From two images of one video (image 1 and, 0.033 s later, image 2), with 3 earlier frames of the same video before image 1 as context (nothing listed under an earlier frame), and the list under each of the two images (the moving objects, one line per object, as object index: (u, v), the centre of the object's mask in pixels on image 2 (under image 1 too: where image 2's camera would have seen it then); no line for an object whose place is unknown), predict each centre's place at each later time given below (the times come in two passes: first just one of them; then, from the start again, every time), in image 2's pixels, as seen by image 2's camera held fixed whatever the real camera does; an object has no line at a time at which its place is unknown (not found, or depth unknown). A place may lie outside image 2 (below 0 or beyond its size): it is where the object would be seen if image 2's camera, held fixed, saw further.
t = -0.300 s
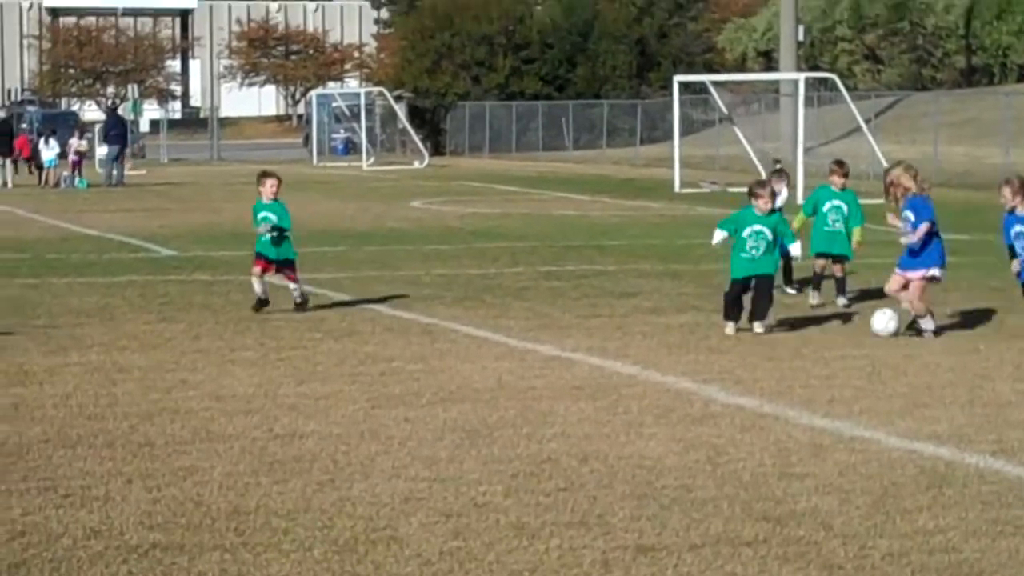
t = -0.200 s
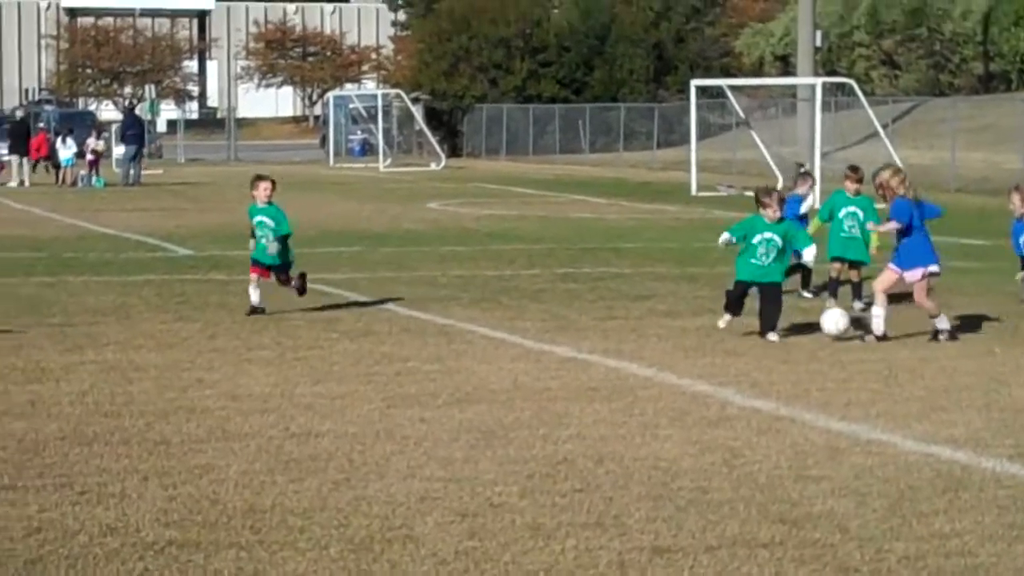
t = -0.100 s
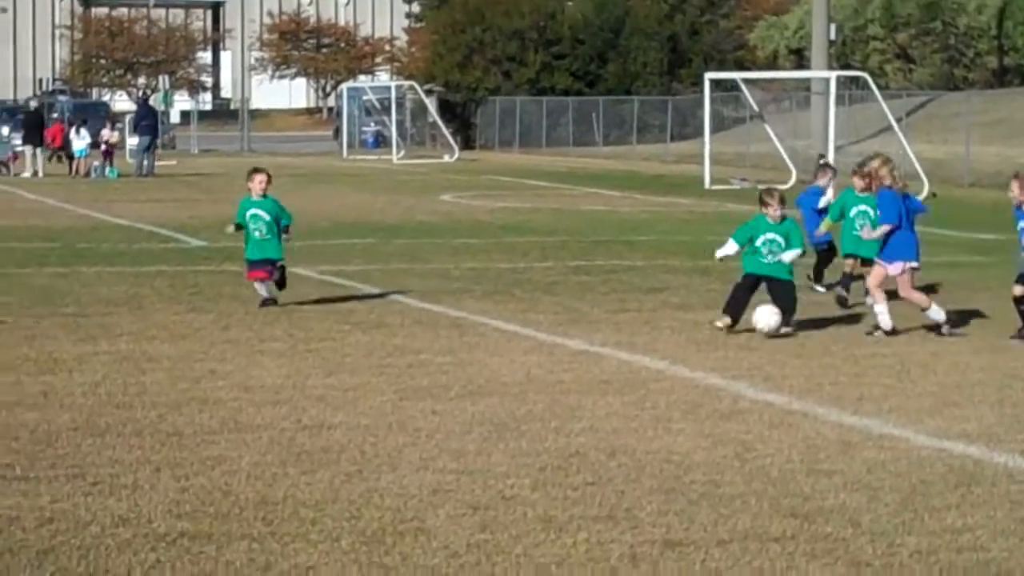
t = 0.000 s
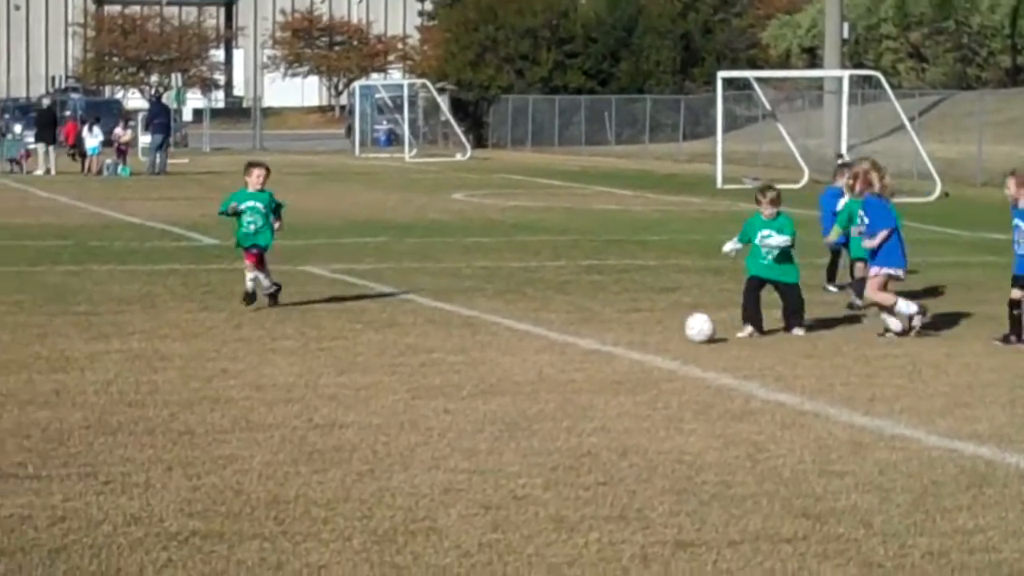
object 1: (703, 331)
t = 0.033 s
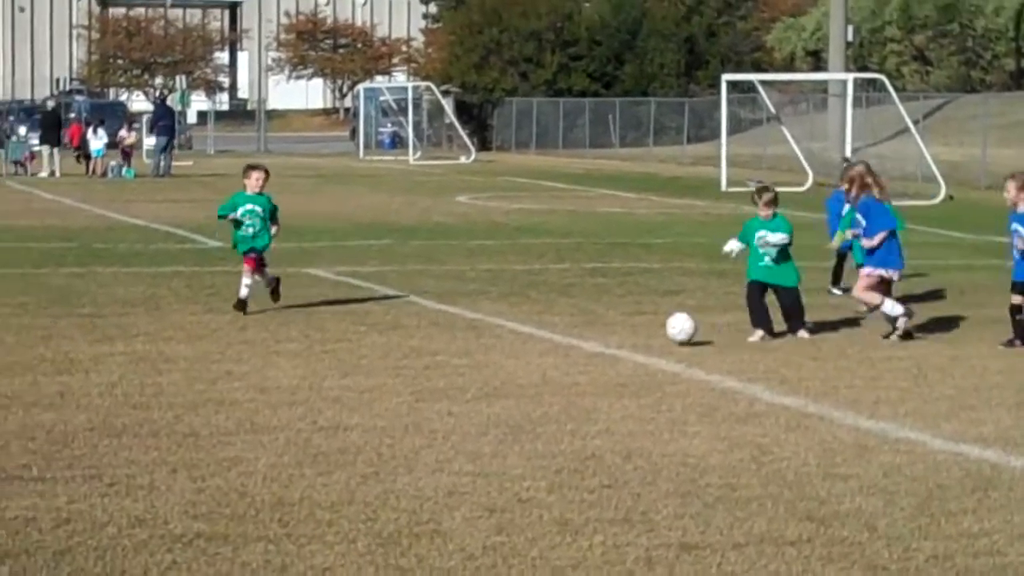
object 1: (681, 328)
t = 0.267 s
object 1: (520, 334)
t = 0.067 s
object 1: (657, 326)
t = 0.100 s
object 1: (633, 325)
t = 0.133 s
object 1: (610, 327)
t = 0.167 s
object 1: (586, 331)
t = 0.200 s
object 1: (561, 335)
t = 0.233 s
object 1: (540, 335)
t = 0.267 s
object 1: (520, 334)
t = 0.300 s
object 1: (500, 333)
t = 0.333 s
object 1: (480, 334)
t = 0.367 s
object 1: (460, 337)
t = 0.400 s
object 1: (440, 340)
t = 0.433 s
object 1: (422, 339)
